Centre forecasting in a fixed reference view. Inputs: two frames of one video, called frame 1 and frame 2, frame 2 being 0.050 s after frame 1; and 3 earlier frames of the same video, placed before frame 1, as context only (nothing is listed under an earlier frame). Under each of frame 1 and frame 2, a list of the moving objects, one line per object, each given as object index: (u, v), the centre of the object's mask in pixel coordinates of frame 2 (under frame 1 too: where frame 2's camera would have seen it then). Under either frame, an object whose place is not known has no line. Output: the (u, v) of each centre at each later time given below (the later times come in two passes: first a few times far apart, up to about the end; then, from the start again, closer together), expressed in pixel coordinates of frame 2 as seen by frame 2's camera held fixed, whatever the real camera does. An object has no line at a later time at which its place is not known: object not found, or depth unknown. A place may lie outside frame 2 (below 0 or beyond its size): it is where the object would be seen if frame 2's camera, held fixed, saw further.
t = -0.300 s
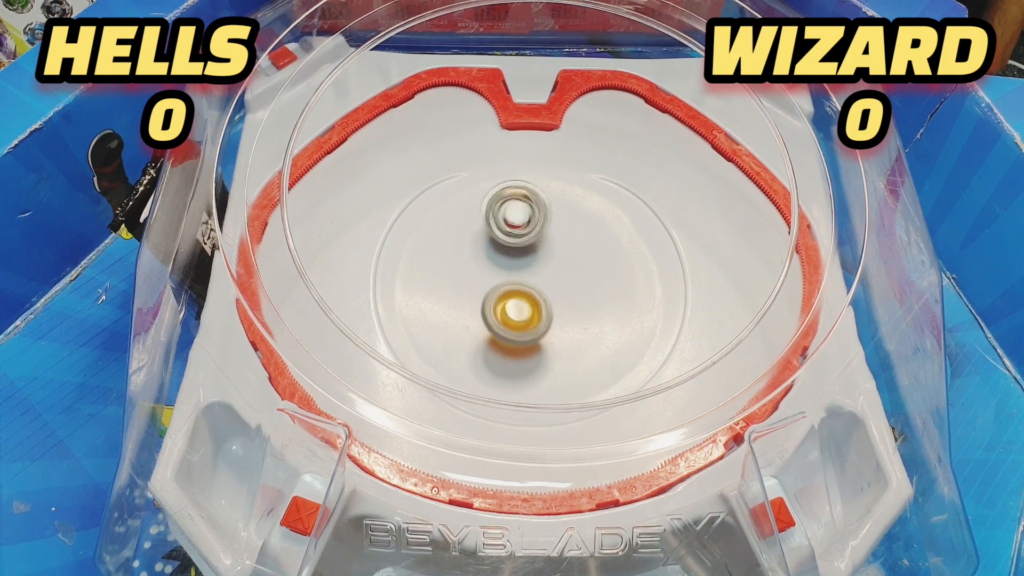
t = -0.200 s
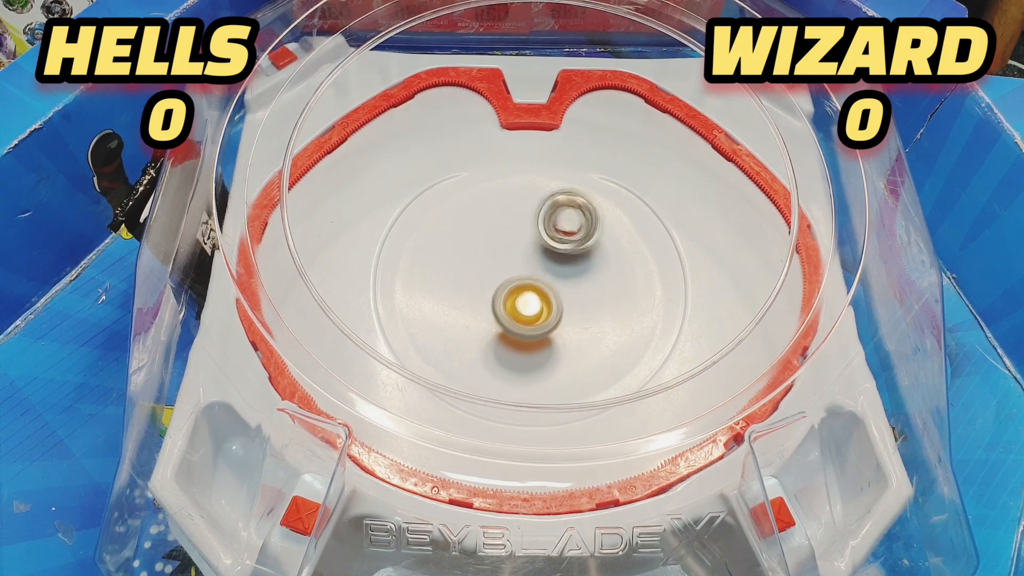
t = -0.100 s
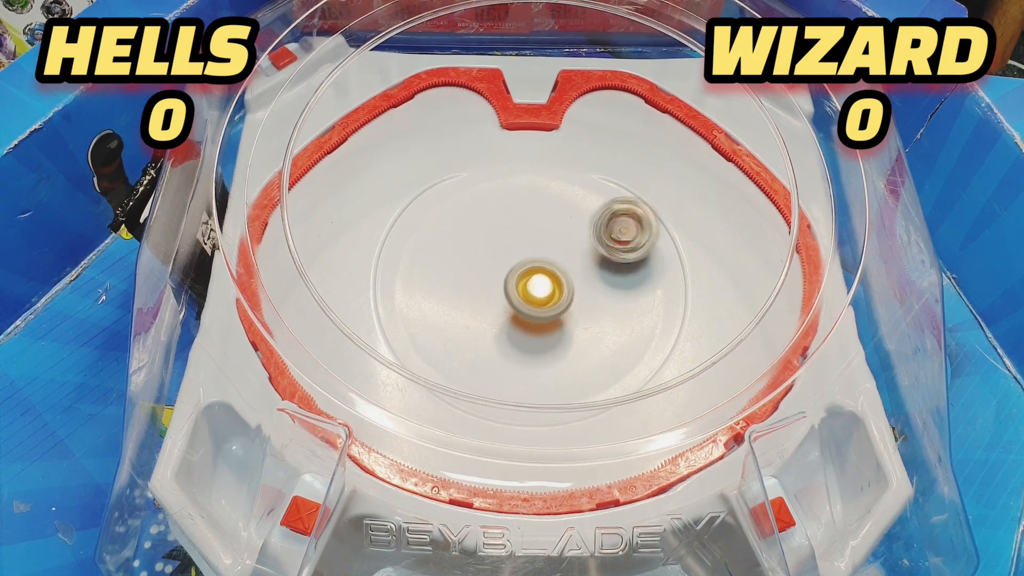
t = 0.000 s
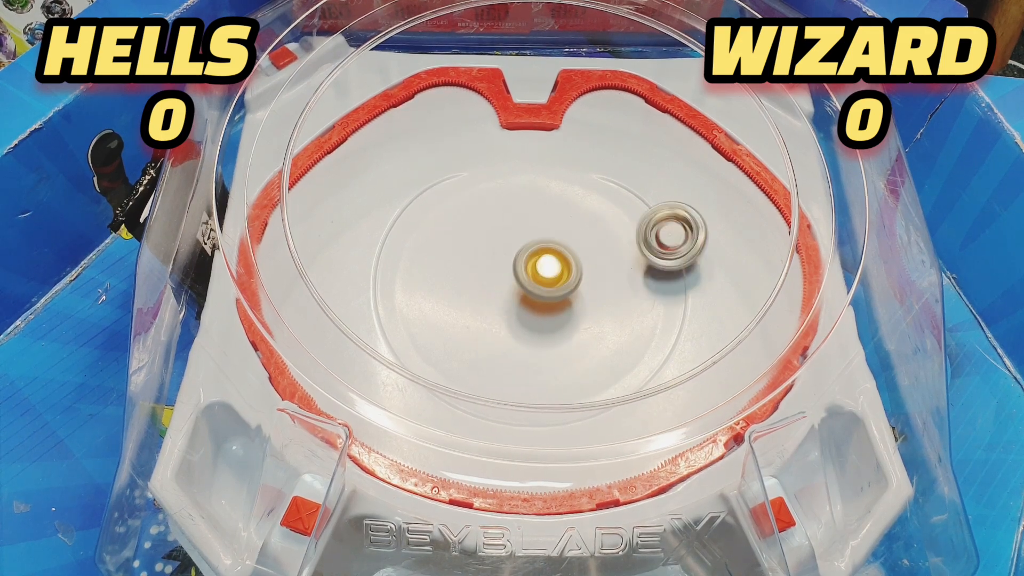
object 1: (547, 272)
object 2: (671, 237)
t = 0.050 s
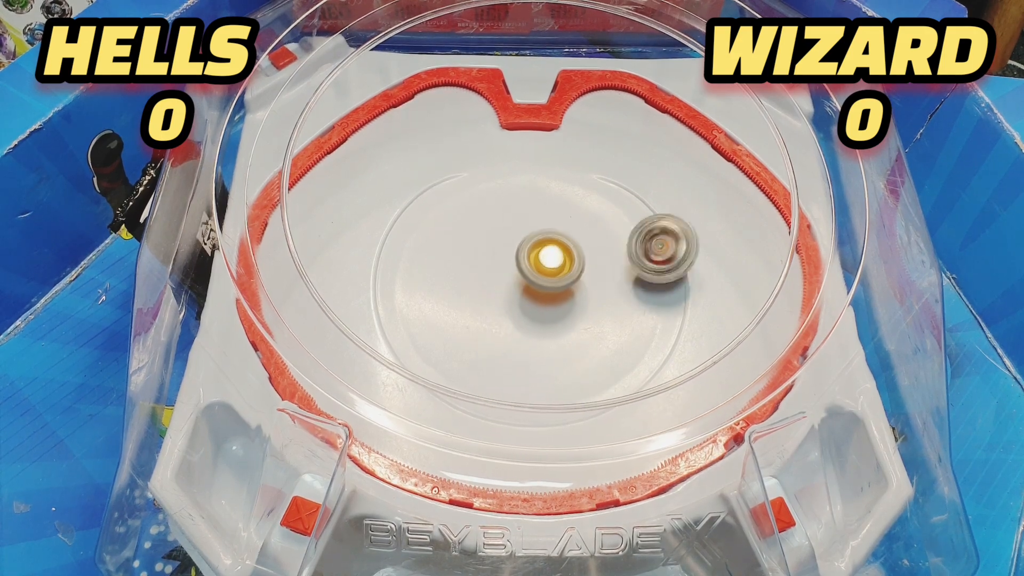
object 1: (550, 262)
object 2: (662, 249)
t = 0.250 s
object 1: (550, 229)
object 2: (613, 296)
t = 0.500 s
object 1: (541, 211)
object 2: (559, 374)
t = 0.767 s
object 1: (526, 224)
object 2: (499, 364)
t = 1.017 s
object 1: (531, 263)
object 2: (453, 270)
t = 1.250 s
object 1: (548, 291)
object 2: (442, 193)
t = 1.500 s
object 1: (561, 304)
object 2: (499, 191)
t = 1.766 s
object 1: (560, 301)
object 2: (606, 229)
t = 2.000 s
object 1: (538, 282)
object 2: (641, 272)
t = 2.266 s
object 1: (507, 264)
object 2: (580, 331)
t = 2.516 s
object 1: (491, 254)
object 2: (491, 340)
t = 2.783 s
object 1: (504, 240)
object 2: (437, 288)
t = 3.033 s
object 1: (534, 216)
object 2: (454, 233)
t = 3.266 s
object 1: (574, 216)
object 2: (501, 200)
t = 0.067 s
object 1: (550, 258)
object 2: (658, 252)
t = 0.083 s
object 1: (550, 255)
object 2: (653, 257)
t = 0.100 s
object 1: (551, 252)
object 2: (650, 259)
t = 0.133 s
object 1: (552, 246)
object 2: (641, 267)
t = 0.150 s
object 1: (552, 243)
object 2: (636, 271)
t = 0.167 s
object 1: (552, 241)
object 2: (632, 275)
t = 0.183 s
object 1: (552, 238)
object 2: (628, 278)
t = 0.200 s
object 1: (551, 235)
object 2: (624, 283)
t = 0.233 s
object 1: (551, 231)
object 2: (616, 291)
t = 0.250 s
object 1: (550, 229)
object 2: (613, 296)
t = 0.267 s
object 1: (550, 227)
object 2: (609, 301)
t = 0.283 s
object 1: (549, 225)
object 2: (606, 306)
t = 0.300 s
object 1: (549, 223)
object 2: (603, 312)
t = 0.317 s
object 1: (549, 222)
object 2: (599, 318)
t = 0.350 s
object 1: (548, 219)
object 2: (592, 329)
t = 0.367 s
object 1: (547, 218)
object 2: (589, 336)
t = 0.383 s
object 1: (546, 217)
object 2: (585, 342)
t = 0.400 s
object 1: (546, 216)
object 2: (581, 348)
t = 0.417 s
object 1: (545, 215)
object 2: (578, 353)
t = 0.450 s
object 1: (543, 213)
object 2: (570, 363)
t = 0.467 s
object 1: (543, 212)
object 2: (566, 368)
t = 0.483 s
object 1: (542, 211)
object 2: (562, 372)
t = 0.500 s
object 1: (541, 211)
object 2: (559, 374)
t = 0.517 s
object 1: (540, 210)
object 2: (556, 375)
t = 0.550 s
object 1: (538, 210)
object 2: (549, 377)
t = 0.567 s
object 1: (537, 209)
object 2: (544, 378)
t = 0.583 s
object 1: (535, 210)
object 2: (540, 379)
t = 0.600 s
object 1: (534, 210)
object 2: (536, 379)
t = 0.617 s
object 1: (533, 210)
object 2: (531, 379)
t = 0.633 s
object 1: (532, 211)
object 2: (527, 379)
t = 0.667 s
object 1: (530, 213)
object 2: (518, 377)
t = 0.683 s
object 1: (529, 215)
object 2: (514, 376)
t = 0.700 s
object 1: (528, 216)
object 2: (510, 375)
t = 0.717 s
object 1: (527, 218)
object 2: (507, 373)
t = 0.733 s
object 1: (527, 220)
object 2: (504, 371)
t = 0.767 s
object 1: (526, 224)
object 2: (499, 364)
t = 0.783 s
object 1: (525, 226)
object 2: (496, 359)
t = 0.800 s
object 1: (525, 228)
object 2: (493, 354)
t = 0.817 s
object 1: (525, 231)
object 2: (489, 349)
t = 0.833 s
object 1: (525, 233)
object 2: (487, 344)
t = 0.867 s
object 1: (525, 239)
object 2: (480, 332)
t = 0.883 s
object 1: (525, 241)
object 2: (477, 326)
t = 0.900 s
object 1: (526, 244)
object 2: (473, 319)
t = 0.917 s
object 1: (526, 247)
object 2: (470, 312)
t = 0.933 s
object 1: (527, 250)
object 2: (467, 305)
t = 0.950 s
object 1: (528, 253)
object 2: (463, 299)
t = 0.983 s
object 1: (529, 258)
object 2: (459, 284)
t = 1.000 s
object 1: (530, 261)
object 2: (456, 277)
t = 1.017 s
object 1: (531, 263)
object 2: (453, 270)
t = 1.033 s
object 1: (532, 266)
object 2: (451, 264)
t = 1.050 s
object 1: (533, 269)
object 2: (449, 257)
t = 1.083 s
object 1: (536, 273)
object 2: (445, 243)
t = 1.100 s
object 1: (537, 275)
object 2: (444, 237)
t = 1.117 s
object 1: (538, 278)
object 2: (443, 231)
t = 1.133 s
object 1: (540, 280)
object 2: (442, 225)
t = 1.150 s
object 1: (541, 281)
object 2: (440, 218)
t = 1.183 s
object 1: (544, 285)
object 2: (440, 208)
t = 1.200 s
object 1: (545, 287)
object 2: (440, 203)
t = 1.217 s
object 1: (546, 288)
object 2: (440, 199)
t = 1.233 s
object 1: (547, 290)
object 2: (441, 196)
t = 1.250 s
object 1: (548, 291)
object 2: (442, 193)
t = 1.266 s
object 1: (549, 292)
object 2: (444, 191)
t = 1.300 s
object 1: (551, 295)
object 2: (448, 186)
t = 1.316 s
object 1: (552, 296)
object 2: (451, 185)
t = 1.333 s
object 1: (553, 297)
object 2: (453, 183)
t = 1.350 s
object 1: (554, 298)
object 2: (457, 183)
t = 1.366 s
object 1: (555, 298)
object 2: (460, 183)
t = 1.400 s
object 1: (557, 300)
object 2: (468, 184)
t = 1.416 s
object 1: (558, 301)
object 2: (472, 185)
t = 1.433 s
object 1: (558, 302)
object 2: (476, 186)
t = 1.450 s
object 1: (559, 303)
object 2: (482, 188)
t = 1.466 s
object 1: (560, 303)
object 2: (487, 188)
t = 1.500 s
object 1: (561, 304)
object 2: (499, 191)
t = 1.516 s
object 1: (562, 305)
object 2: (505, 193)
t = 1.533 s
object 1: (562, 305)
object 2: (512, 195)
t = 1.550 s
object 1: (563, 305)
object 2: (518, 196)
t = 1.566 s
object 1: (563, 306)
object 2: (525, 198)
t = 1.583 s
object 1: (564, 306)
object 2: (532, 200)
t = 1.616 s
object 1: (564, 306)
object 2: (546, 204)
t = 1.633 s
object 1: (564, 305)
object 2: (554, 207)
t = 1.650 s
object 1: (564, 305)
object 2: (561, 209)
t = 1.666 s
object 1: (564, 305)
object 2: (568, 212)
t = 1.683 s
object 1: (564, 304)
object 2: (575, 214)
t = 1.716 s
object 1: (563, 303)
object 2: (587, 220)
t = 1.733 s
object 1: (562, 303)
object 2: (593, 223)
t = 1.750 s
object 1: (561, 302)
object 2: (600, 226)
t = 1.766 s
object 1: (560, 301)
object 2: (606, 229)
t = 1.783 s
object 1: (559, 299)
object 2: (612, 232)
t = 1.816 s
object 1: (557, 297)
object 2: (622, 237)
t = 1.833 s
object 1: (556, 296)
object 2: (627, 240)
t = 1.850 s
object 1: (555, 294)
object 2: (631, 244)
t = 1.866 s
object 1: (553, 293)
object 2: (634, 246)
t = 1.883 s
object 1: (551, 291)
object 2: (636, 249)
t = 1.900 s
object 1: (550, 290)
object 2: (638, 253)
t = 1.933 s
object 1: (546, 288)
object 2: (641, 258)
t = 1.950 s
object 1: (544, 286)
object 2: (642, 262)
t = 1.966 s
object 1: (542, 285)
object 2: (642, 266)
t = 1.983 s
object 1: (540, 283)
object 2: (642, 269)
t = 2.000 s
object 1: (538, 282)
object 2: (641, 272)
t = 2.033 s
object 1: (534, 280)
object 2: (639, 279)
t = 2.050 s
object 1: (532, 278)
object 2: (636, 282)
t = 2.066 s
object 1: (530, 277)
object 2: (634, 286)
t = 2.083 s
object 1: (528, 276)
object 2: (631, 290)
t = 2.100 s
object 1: (526, 274)
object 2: (628, 293)
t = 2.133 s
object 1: (522, 272)
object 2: (620, 301)
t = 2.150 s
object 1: (520, 271)
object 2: (616, 306)
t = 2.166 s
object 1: (518, 270)
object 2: (612, 309)
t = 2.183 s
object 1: (516, 269)
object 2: (607, 313)
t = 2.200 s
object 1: (514, 268)
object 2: (602, 317)
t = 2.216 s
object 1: (512, 267)
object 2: (597, 321)
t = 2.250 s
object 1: (509, 265)
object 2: (586, 327)
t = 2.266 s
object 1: (507, 264)
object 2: (580, 331)
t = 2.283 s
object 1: (505, 264)
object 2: (575, 333)
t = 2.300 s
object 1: (504, 263)
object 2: (569, 335)
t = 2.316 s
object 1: (502, 262)
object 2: (562, 338)
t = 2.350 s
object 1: (500, 261)
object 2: (550, 341)
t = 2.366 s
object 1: (499, 260)
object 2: (543, 343)
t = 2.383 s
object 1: (498, 259)
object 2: (537, 344)
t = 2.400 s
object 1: (497, 259)
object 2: (531, 344)
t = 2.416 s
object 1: (496, 258)
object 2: (525, 345)
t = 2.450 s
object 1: (494, 257)
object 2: (513, 345)
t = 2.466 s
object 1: (493, 256)
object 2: (507, 344)
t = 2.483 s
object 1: (492, 256)
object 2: (501, 343)
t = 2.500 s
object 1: (491, 255)
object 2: (496, 342)
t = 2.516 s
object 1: (491, 254)
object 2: (491, 340)
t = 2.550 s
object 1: (490, 253)
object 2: (481, 337)
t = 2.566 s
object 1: (489, 253)
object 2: (477, 334)
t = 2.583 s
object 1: (489, 253)
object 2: (473, 331)
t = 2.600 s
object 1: (488, 252)
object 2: (469, 329)
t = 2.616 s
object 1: (488, 252)
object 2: (465, 325)
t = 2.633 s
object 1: (488, 251)
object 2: (462, 322)
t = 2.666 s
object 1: (488, 251)
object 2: (456, 315)
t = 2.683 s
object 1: (488, 251)
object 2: (453, 310)
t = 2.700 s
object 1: (489, 250)
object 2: (452, 306)
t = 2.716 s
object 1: (489, 250)
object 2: (450, 302)
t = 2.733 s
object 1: (490, 249)
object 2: (448, 298)
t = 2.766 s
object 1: (500, 243)
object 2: (439, 292)
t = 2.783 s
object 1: (504, 240)
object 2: (437, 288)
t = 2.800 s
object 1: (508, 238)
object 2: (435, 285)
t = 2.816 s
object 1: (511, 236)
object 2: (433, 281)
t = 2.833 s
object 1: (514, 234)
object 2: (432, 277)
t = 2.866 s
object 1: (519, 230)
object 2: (432, 270)
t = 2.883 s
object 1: (521, 228)
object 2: (433, 266)
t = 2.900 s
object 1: (522, 227)
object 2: (434, 262)
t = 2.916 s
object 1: (524, 225)
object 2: (435, 258)
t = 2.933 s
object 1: (525, 223)
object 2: (437, 254)
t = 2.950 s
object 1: (527, 222)
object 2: (439, 251)
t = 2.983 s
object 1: (530, 219)
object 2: (444, 243)
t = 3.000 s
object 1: (531, 218)
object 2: (447, 240)
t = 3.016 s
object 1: (532, 217)
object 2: (450, 237)
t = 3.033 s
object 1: (534, 216)
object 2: (454, 233)
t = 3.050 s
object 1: (535, 215)
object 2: (457, 229)
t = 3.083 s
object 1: (537, 214)
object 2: (466, 224)
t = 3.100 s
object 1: (539, 214)
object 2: (471, 221)
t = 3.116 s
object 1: (544, 214)
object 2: (472, 217)
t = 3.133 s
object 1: (549, 215)
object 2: (474, 213)
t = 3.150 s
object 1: (553, 215)
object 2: (475, 211)
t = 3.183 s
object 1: (560, 216)
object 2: (482, 205)
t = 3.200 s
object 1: (563, 217)
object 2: (486, 204)
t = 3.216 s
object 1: (566, 216)
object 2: (489, 202)
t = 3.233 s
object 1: (568, 216)
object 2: (493, 202)
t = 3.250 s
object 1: (571, 216)
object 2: (498, 201)
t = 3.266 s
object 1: (574, 216)
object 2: (501, 200)
